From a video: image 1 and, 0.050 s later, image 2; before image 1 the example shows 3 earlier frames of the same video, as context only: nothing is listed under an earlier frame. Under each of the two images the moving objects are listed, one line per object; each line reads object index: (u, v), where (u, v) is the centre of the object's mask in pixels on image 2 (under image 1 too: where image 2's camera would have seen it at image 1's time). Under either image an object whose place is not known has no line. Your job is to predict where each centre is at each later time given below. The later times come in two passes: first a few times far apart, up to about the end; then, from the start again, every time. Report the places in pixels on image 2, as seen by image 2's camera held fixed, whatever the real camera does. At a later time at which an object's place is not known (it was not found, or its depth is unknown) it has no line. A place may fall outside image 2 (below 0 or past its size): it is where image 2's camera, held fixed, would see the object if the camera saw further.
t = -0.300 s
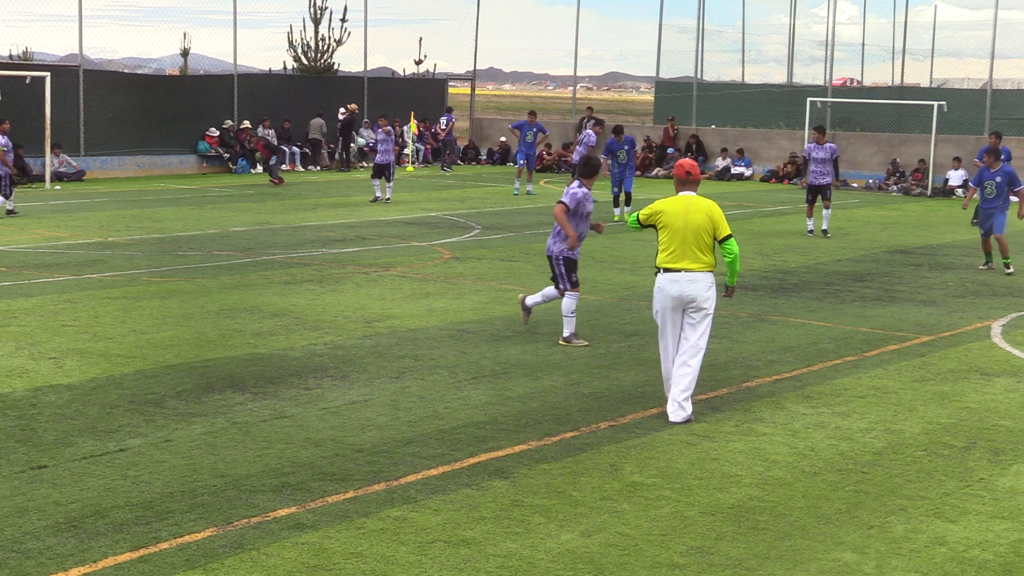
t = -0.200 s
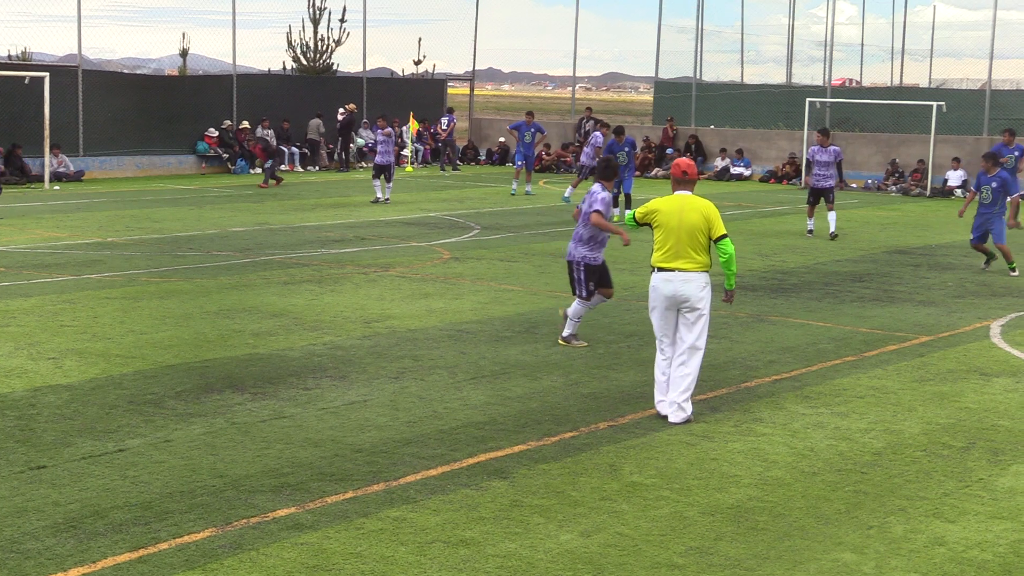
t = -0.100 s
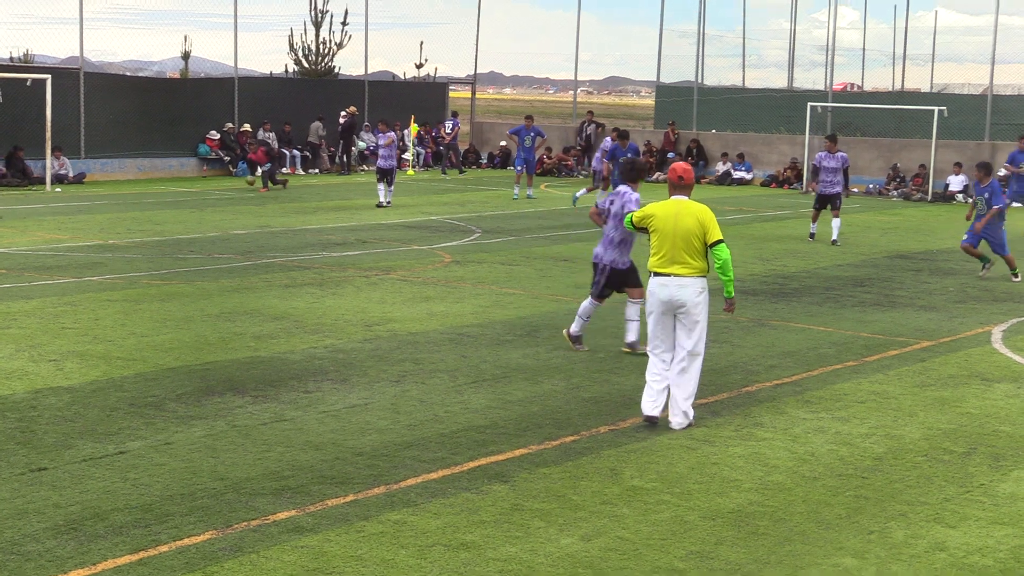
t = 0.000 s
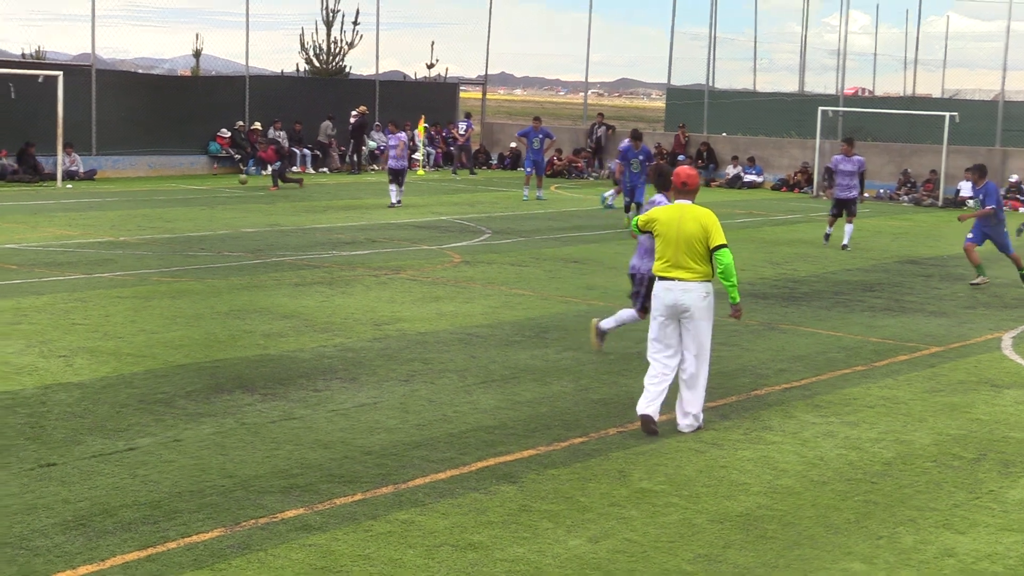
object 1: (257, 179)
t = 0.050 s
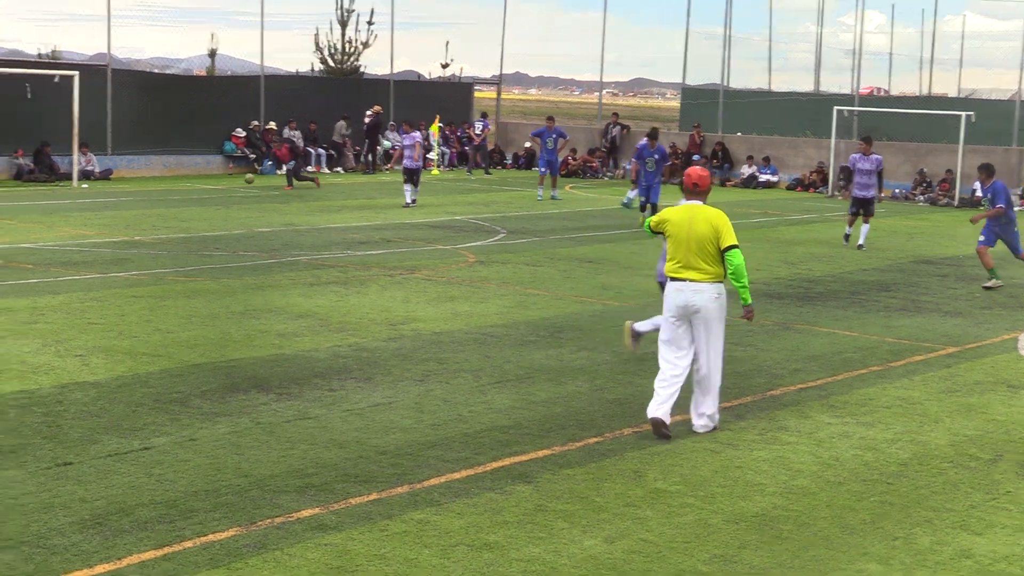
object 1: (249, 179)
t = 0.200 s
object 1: (222, 185)
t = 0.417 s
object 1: (188, 187)
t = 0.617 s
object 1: (154, 200)
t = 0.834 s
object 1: (119, 196)
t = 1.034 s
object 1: (85, 213)
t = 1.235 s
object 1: (47, 209)
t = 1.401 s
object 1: (13, 226)
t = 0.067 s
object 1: (246, 179)
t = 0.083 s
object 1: (243, 179)
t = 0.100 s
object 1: (240, 179)
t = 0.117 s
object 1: (238, 180)
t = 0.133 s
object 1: (234, 181)
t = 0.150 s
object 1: (231, 182)
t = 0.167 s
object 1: (228, 183)
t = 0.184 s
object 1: (225, 184)
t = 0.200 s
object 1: (222, 185)
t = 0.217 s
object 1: (219, 187)
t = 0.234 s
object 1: (215, 189)
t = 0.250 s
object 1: (212, 191)
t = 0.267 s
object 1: (209, 192)
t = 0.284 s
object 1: (207, 193)
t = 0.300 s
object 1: (204, 192)
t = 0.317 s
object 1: (202, 191)
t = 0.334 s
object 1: (200, 190)
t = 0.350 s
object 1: (197, 190)
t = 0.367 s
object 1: (194, 188)
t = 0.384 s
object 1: (193, 188)
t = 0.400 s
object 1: (190, 188)
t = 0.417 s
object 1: (188, 187)
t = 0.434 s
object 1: (185, 188)
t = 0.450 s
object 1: (183, 188)
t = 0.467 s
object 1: (181, 188)
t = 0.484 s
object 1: (177, 188)
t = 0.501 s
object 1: (175, 189)
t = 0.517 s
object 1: (172, 190)
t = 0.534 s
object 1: (169, 191)
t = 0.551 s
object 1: (166, 193)
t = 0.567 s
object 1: (163, 194)
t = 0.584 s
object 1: (161, 196)
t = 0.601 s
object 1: (158, 197)
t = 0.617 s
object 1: (154, 200)
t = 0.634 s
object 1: (151, 202)
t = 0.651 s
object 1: (149, 203)
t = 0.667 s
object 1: (146, 202)
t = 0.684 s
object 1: (143, 200)
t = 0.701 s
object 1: (141, 199)
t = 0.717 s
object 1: (138, 198)
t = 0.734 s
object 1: (136, 197)
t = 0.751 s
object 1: (133, 197)
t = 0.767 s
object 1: (131, 197)
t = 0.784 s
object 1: (128, 196)
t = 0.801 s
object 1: (125, 196)
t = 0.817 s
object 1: (122, 196)
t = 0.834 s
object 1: (119, 196)
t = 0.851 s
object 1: (117, 197)
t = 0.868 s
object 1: (114, 197)
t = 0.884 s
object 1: (111, 199)
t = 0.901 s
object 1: (108, 200)
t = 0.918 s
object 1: (106, 201)
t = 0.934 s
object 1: (103, 203)
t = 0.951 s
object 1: (100, 205)
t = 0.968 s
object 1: (97, 206)
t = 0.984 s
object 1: (94, 208)
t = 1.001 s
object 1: (91, 211)
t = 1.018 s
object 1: (88, 213)
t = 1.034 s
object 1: (85, 213)
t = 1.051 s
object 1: (82, 212)
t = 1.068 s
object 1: (79, 211)
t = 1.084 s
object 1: (76, 209)
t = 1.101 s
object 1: (72, 208)
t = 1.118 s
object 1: (70, 208)
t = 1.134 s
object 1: (66, 208)
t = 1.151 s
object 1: (64, 207)
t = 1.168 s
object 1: (60, 207)
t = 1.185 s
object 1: (57, 207)
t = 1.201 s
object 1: (54, 208)
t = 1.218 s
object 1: (50, 208)
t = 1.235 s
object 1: (47, 209)
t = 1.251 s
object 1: (44, 210)
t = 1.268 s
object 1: (41, 211)
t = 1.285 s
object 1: (37, 212)
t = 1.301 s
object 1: (34, 214)
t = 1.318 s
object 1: (30, 216)
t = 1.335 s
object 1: (27, 218)
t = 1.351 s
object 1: (23, 220)
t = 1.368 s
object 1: (20, 223)
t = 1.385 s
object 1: (17, 226)
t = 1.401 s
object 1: (13, 226)
